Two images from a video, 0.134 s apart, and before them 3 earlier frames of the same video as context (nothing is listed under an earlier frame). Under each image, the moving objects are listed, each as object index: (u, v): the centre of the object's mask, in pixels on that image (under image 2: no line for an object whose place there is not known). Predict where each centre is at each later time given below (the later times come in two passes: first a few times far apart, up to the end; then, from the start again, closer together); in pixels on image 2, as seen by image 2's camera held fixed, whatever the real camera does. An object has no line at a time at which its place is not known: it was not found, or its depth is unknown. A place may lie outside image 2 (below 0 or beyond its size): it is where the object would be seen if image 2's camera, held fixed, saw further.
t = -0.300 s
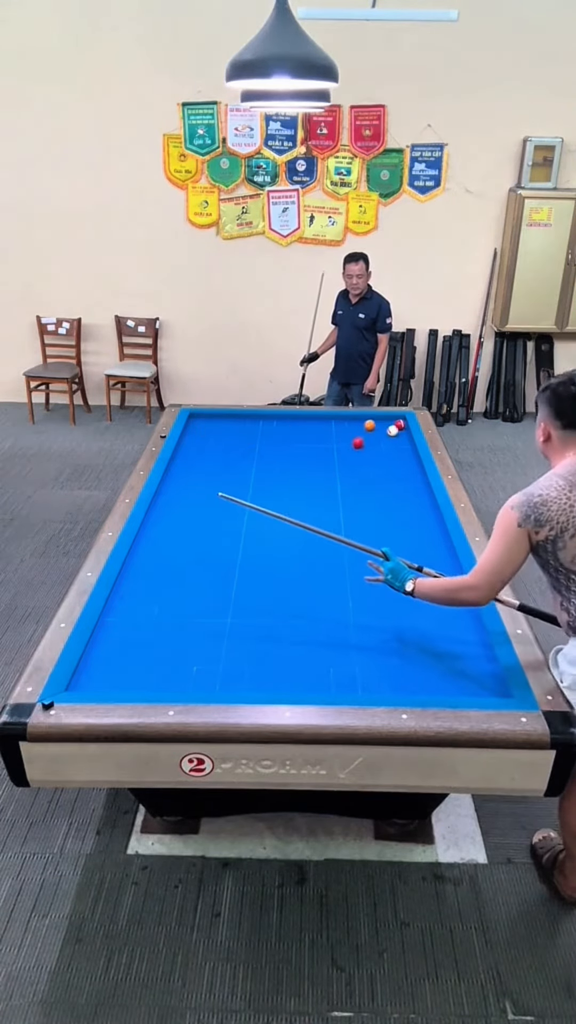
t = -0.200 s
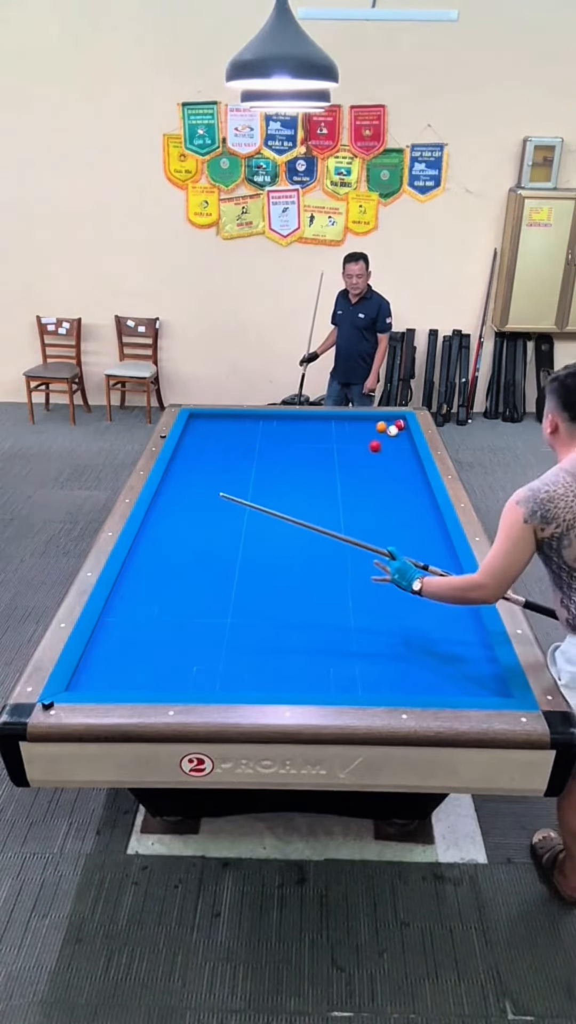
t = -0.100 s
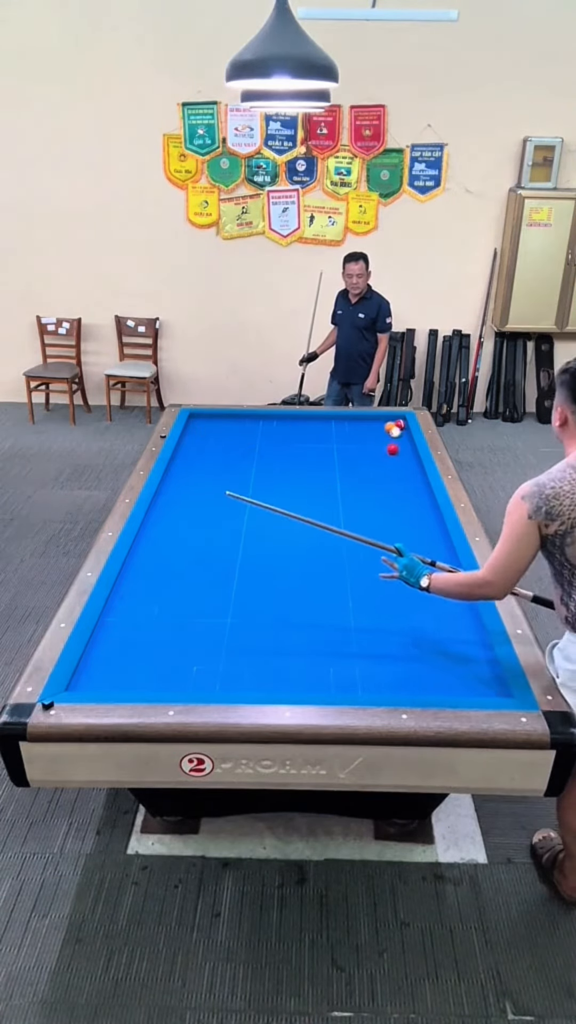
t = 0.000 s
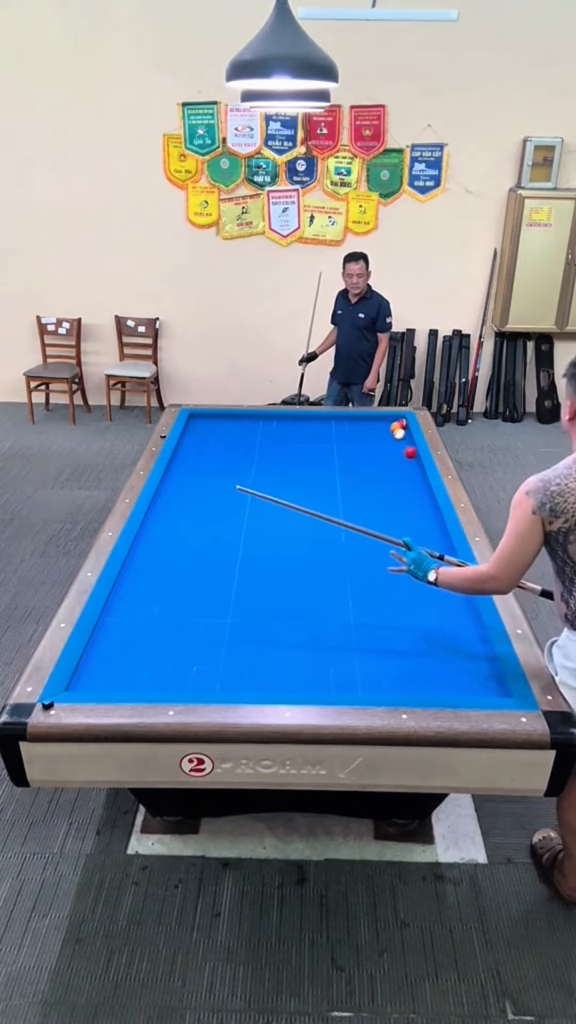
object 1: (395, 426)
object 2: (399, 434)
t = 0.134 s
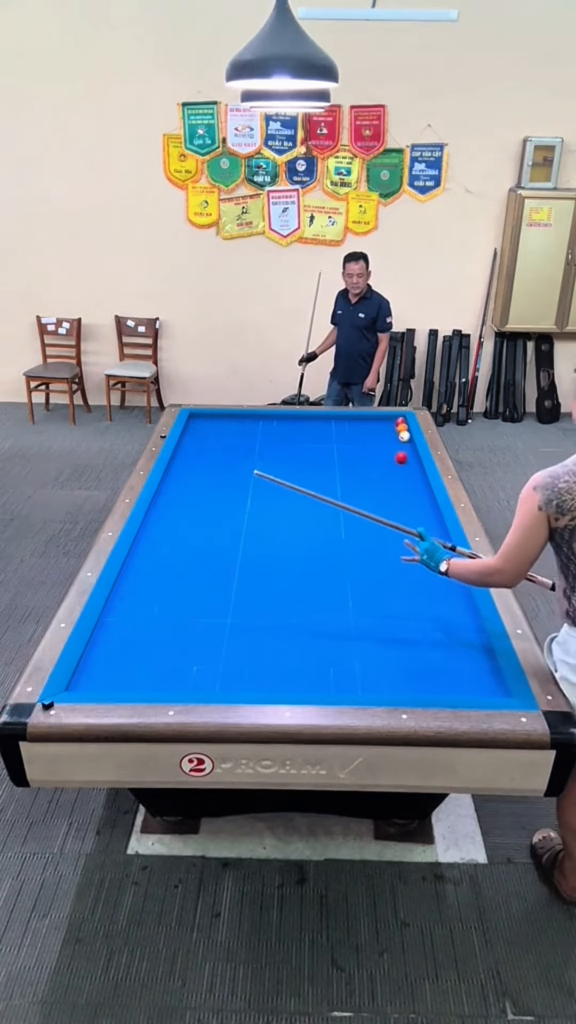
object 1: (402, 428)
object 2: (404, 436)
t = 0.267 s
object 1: (402, 430)
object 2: (406, 438)
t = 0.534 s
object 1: (398, 433)
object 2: (403, 441)
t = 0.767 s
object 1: (394, 436)
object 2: (400, 444)
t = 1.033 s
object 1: (390, 439)
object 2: (397, 448)
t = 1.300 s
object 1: (386, 443)
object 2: (394, 451)
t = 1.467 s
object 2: (392, 453)
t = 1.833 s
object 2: (382, 462)
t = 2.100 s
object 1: (356, 462)
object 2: (373, 470)
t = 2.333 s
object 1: (349, 464)
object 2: (371, 471)
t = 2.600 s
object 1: (349, 465)
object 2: (371, 471)
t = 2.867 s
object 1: (349, 465)
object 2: (371, 471)
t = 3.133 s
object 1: (349, 465)
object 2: (371, 471)
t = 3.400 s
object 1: (349, 465)
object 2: (371, 471)
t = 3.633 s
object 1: (349, 465)
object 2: (371, 471)
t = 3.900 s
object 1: (349, 465)
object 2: (371, 471)
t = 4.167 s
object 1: (349, 464)
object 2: (371, 471)
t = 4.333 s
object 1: (349, 464)
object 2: (371, 471)
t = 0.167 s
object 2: (405, 437)
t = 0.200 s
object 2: (406, 437)
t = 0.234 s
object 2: (407, 438)
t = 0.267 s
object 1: (402, 430)
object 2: (406, 438)
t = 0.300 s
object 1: (402, 430)
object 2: (406, 439)
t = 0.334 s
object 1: (401, 430)
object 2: (405, 439)
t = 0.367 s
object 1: (401, 431)
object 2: (405, 440)
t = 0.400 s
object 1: (400, 431)
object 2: (405, 440)
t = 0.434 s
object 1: (399, 432)
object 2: (404, 440)
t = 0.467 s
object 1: (399, 432)
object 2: (404, 441)
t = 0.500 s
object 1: (399, 433)
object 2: (403, 441)
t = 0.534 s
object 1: (398, 433)
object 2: (403, 441)
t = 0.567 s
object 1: (397, 433)
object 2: (403, 442)
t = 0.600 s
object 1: (397, 434)
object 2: (402, 443)
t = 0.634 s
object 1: (396, 434)
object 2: (401, 443)
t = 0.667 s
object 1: (396, 435)
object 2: (401, 444)
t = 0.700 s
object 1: (395, 435)
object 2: (401, 444)
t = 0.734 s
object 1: (395, 436)
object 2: (400, 444)
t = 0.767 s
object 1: (394, 436)
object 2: (400, 444)
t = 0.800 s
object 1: (394, 437)
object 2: (400, 445)
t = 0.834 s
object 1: (393, 437)
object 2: (399, 445)
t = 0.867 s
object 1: (393, 437)
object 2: (399, 446)
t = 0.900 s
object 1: (392, 438)
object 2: (399, 446)
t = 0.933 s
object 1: (392, 438)
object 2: (398, 447)
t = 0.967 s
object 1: (391, 439)
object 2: (398, 447)
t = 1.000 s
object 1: (391, 439)
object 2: (398, 447)
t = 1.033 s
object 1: (390, 439)
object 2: (397, 448)
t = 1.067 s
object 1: (390, 440)
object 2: (396, 448)
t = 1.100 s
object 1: (389, 440)
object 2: (396, 448)
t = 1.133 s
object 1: (389, 441)
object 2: (396, 449)
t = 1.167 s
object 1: (388, 441)
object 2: (395, 449)
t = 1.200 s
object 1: (388, 441)
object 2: (395, 450)
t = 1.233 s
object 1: (387, 442)
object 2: (395, 450)
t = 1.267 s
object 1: (387, 442)
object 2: (394, 450)
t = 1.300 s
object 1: (386, 443)
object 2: (394, 451)
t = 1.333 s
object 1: (386, 443)
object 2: (393, 451)
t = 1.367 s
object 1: (385, 443)
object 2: (393, 451)
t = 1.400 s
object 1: (385, 444)
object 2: (393, 452)
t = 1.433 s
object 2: (393, 452)
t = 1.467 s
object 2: (392, 453)
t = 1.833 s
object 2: (382, 462)
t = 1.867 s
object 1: (368, 455)
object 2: (380, 463)
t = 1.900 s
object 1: (366, 456)
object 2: (379, 464)
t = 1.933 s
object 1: (364, 458)
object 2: (377, 465)
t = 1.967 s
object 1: (362, 458)
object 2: (376, 466)
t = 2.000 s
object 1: (360, 460)
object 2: (375, 467)
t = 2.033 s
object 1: (359, 461)
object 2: (374, 468)
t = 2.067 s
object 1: (357, 461)
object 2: (374, 468)
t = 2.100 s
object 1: (356, 462)
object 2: (373, 470)
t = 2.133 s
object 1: (354, 463)
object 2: (372, 470)
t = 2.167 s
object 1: (353, 463)
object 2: (372, 471)
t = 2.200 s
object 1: (352, 464)
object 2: (371, 471)
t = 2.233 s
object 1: (351, 464)
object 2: (371, 471)
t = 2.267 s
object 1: (350, 464)
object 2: (371, 471)
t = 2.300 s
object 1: (349, 464)
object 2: (371, 471)
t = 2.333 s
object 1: (349, 464)
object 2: (371, 471)
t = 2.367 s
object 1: (349, 465)
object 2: (371, 471)
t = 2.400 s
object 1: (349, 465)
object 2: (371, 471)
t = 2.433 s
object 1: (349, 465)
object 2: (371, 471)
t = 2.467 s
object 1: (349, 465)
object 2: (371, 471)
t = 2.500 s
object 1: (349, 465)
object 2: (371, 471)
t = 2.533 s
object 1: (349, 465)
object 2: (371, 471)
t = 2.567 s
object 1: (349, 465)
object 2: (371, 471)
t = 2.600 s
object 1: (349, 465)
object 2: (371, 471)
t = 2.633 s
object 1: (349, 465)
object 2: (371, 471)
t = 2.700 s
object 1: (349, 465)
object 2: (371, 471)
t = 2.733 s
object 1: (349, 465)
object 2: (371, 471)
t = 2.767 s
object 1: (349, 465)
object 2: (371, 471)
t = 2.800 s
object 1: (349, 465)
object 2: (371, 471)
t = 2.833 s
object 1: (349, 465)
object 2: (371, 471)
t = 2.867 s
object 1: (349, 465)
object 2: (371, 471)
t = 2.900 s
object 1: (349, 465)
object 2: (371, 471)
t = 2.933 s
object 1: (349, 465)
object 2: (371, 471)
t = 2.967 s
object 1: (349, 465)
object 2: (371, 471)
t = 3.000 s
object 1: (349, 465)
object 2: (371, 471)
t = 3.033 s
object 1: (349, 465)
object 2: (371, 471)
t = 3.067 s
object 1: (349, 465)
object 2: (371, 471)
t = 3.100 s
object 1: (349, 465)
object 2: (371, 471)
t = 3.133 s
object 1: (349, 465)
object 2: (371, 471)
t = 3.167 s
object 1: (349, 465)
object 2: (371, 471)
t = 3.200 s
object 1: (349, 465)
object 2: (371, 471)
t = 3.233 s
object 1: (349, 465)
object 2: (371, 471)
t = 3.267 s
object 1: (349, 465)
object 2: (371, 471)
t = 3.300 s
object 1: (349, 464)
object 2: (371, 471)
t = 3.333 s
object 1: (349, 465)
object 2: (371, 471)
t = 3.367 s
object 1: (349, 465)
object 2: (371, 471)
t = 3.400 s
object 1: (349, 465)
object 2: (371, 471)
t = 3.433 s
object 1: (349, 465)
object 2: (371, 471)
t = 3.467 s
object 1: (349, 465)
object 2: (371, 471)
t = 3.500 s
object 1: (349, 465)
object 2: (371, 471)
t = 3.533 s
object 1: (349, 465)
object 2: (371, 471)
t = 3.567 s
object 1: (349, 465)
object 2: (371, 471)
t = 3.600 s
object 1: (348, 465)
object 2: (371, 471)
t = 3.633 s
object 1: (349, 465)
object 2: (371, 471)
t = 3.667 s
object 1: (349, 465)
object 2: (371, 471)
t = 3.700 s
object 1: (349, 465)
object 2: (371, 471)
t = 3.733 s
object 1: (349, 465)
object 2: (371, 471)
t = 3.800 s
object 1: (349, 465)
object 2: (367, 471)
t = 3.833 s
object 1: (349, 465)
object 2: (371, 471)
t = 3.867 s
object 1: (349, 465)
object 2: (371, 471)
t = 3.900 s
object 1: (349, 465)
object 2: (371, 471)
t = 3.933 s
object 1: (349, 465)
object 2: (371, 471)
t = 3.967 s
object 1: (349, 464)
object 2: (371, 471)
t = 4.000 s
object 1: (349, 465)
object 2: (371, 471)
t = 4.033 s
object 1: (349, 465)
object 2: (371, 471)
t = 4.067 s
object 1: (349, 465)
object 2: (371, 471)
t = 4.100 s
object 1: (349, 465)
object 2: (371, 471)
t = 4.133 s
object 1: (349, 465)
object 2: (371, 471)
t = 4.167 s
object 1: (349, 464)
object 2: (371, 471)
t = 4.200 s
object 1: (349, 465)
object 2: (371, 471)
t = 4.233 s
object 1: (349, 465)
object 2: (371, 471)
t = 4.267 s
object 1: (349, 465)
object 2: (371, 471)
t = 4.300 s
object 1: (349, 464)
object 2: (371, 471)
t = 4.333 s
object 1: (349, 464)
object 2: (371, 471)
